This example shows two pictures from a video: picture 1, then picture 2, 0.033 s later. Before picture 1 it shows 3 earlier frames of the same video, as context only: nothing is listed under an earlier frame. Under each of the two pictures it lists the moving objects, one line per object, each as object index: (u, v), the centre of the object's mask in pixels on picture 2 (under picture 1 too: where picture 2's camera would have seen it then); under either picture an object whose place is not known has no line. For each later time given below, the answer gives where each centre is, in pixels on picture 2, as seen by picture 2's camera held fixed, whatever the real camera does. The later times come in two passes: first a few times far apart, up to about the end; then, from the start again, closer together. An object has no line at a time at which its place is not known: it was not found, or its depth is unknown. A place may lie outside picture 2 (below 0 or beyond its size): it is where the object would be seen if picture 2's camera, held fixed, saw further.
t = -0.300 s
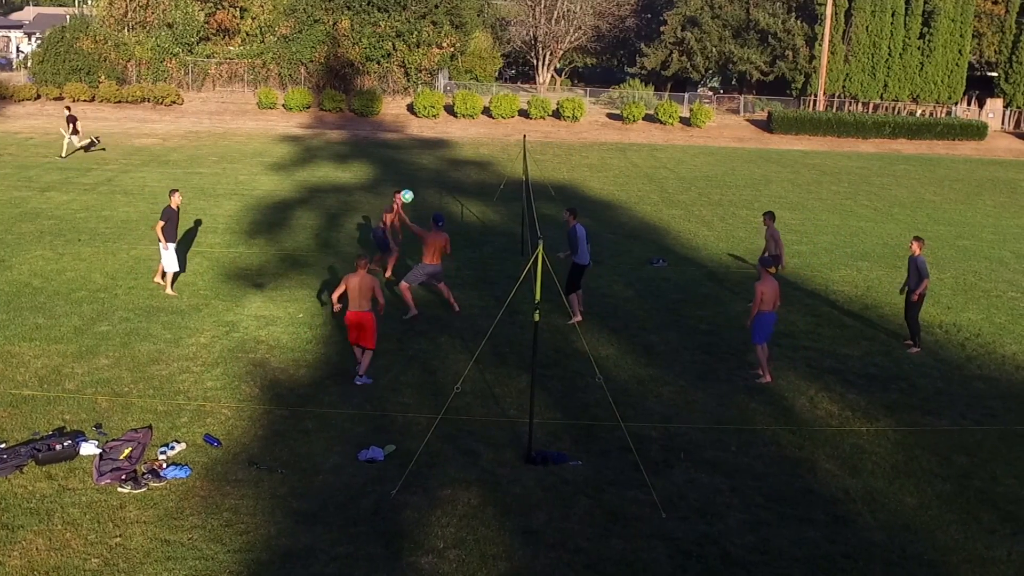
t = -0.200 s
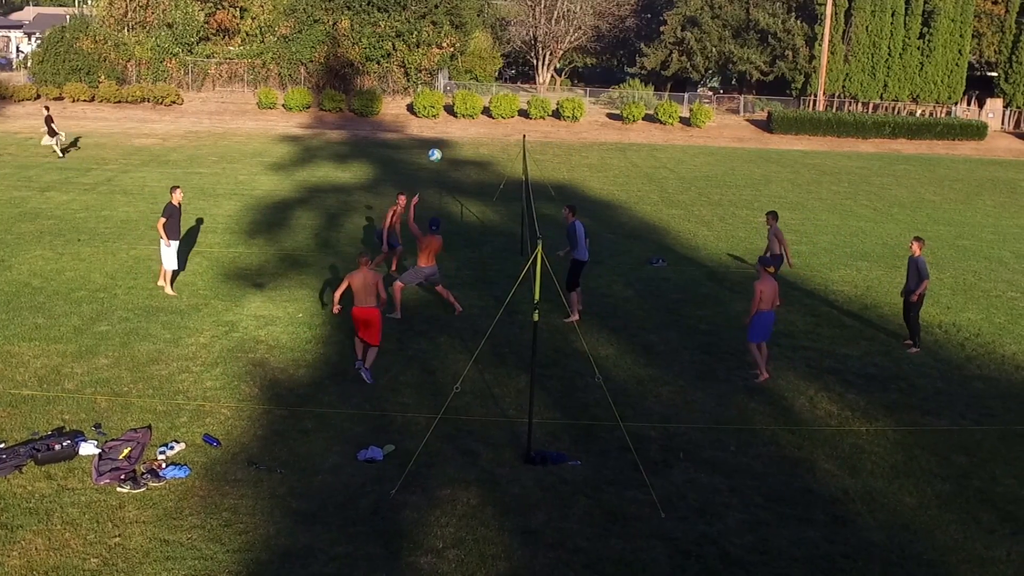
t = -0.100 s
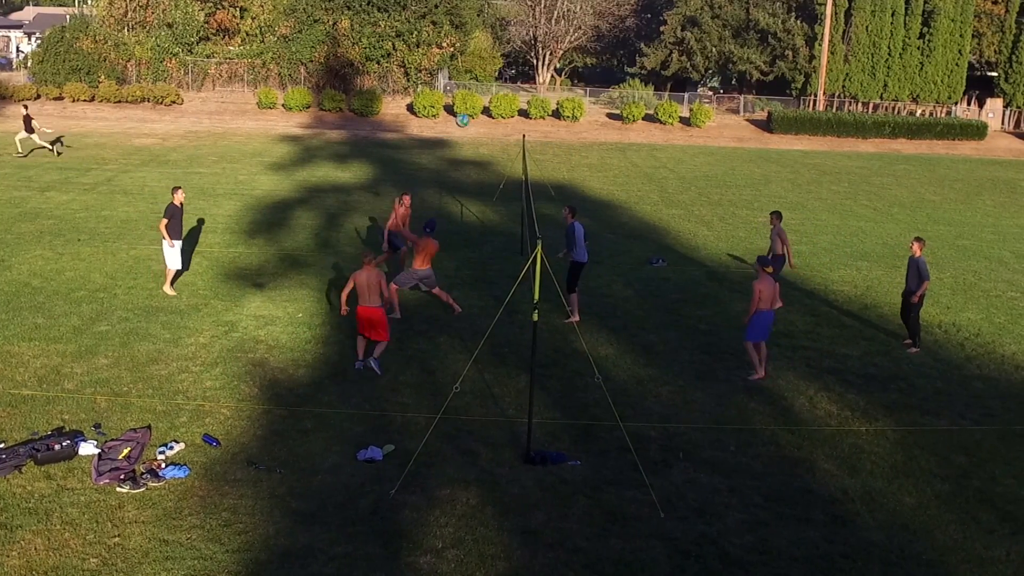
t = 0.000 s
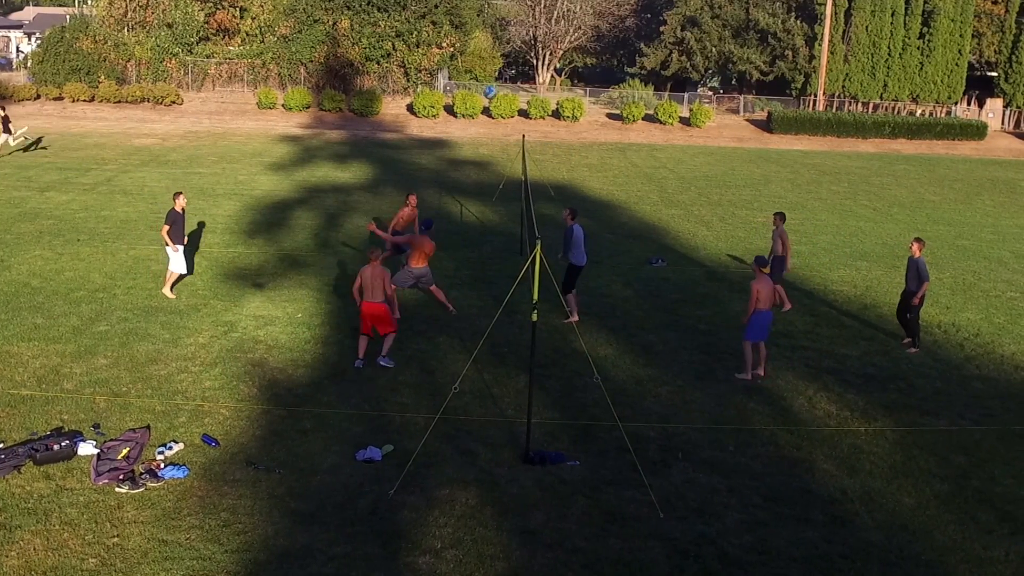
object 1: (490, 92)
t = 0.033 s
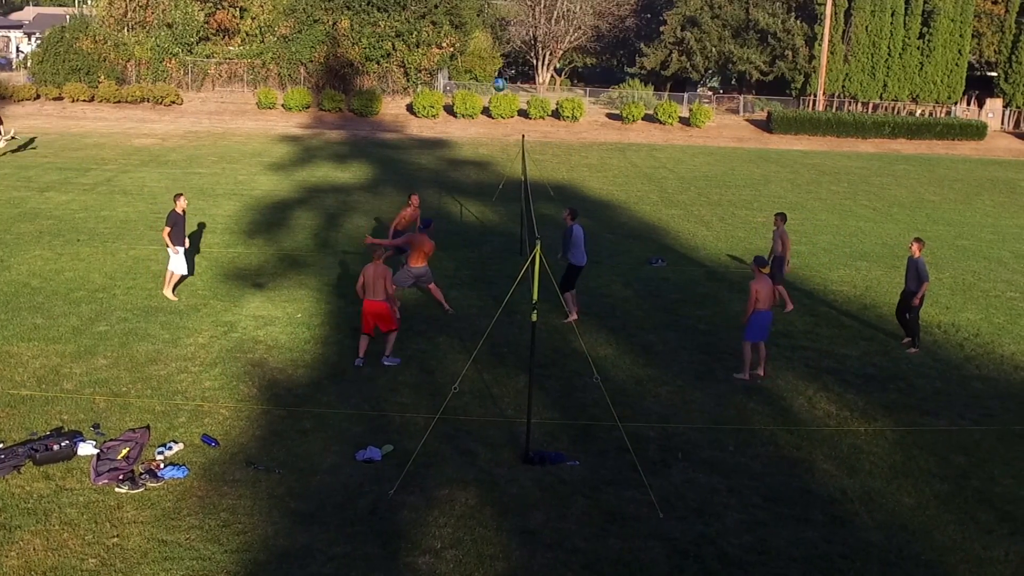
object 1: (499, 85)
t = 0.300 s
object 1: (573, 48)
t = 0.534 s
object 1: (633, 54)
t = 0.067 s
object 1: (509, 77)
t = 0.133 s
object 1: (527, 65)
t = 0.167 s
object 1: (536, 60)
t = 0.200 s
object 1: (545, 56)
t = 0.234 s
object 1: (555, 53)
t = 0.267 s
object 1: (564, 50)
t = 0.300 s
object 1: (573, 48)
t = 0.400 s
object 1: (598, 46)
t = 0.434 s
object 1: (608, 47)
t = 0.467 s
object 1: (616, 49)
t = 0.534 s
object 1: (633, 54)
